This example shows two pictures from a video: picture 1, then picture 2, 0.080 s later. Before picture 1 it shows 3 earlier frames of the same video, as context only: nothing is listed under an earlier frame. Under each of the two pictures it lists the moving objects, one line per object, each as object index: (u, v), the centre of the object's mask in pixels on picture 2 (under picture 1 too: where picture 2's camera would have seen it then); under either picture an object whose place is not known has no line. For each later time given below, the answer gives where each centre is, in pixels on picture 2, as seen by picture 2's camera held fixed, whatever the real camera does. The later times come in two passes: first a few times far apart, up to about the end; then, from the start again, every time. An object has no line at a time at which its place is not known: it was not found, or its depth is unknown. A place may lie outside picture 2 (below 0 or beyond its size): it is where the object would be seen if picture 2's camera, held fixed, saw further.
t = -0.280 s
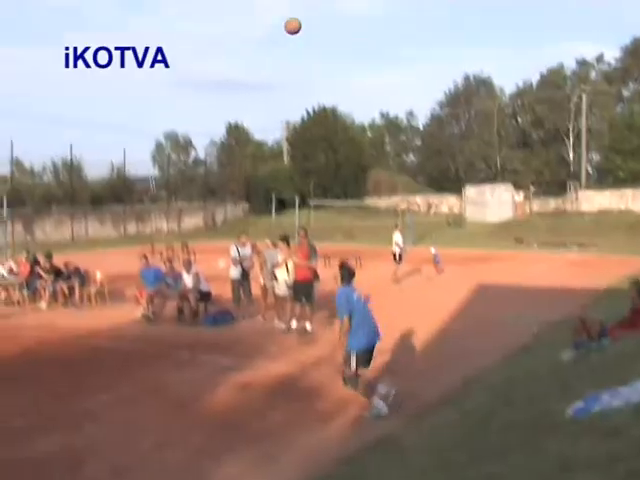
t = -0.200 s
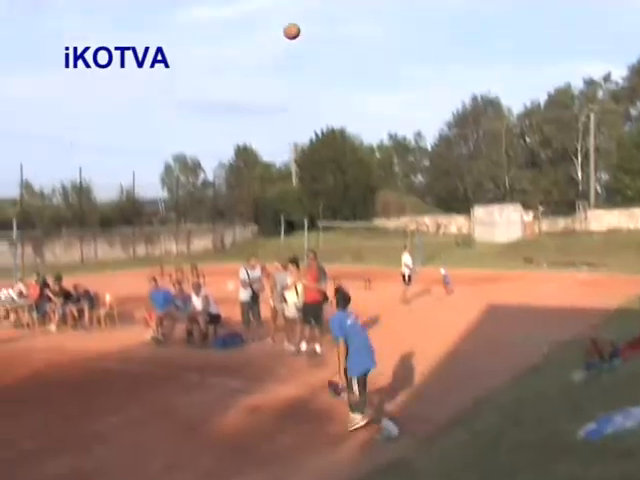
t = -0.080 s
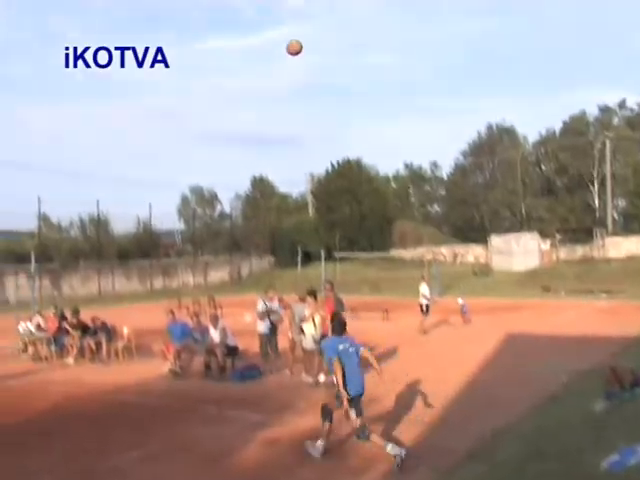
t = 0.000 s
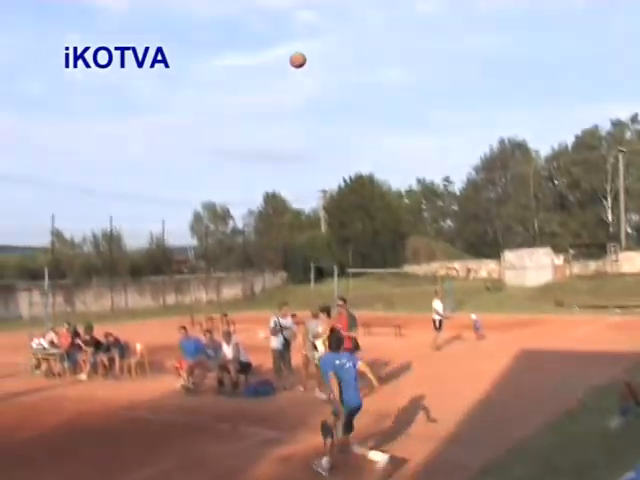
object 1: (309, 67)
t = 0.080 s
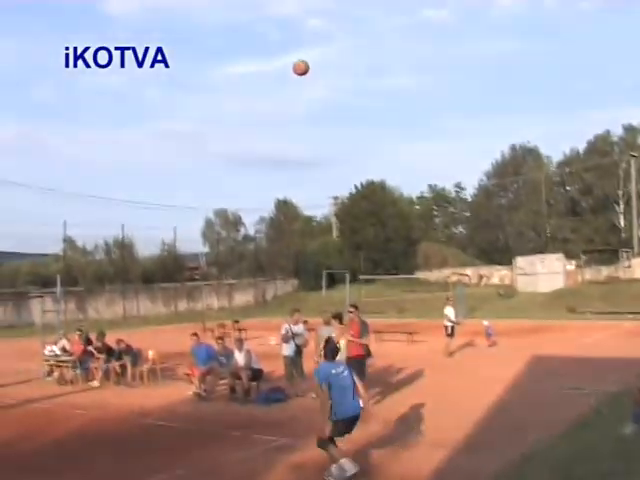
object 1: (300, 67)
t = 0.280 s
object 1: (281, 90)
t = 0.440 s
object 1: (267, 129)
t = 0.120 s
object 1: (296, 69)
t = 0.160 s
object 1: (292, 73)
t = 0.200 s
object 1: (288, 77)
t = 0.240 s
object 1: (285, 83)
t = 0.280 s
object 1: (281, 90)
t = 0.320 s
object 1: (277, 98)
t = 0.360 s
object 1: (274, 107)
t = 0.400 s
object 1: (270, 118)
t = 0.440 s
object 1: (267, 129)
